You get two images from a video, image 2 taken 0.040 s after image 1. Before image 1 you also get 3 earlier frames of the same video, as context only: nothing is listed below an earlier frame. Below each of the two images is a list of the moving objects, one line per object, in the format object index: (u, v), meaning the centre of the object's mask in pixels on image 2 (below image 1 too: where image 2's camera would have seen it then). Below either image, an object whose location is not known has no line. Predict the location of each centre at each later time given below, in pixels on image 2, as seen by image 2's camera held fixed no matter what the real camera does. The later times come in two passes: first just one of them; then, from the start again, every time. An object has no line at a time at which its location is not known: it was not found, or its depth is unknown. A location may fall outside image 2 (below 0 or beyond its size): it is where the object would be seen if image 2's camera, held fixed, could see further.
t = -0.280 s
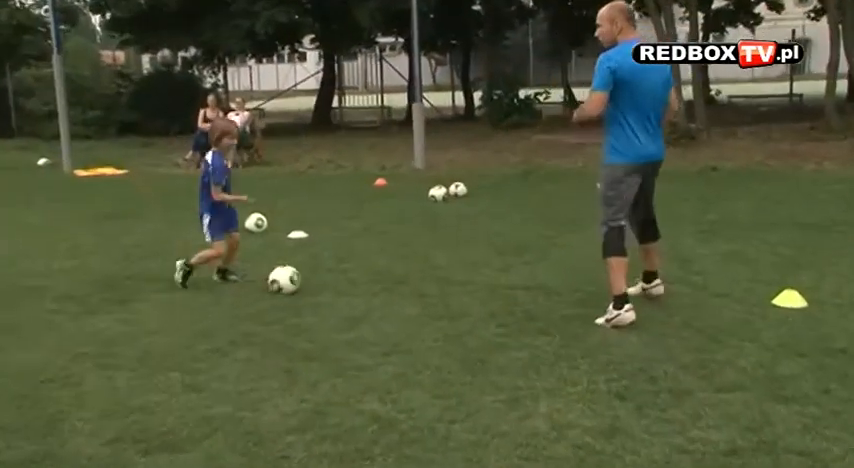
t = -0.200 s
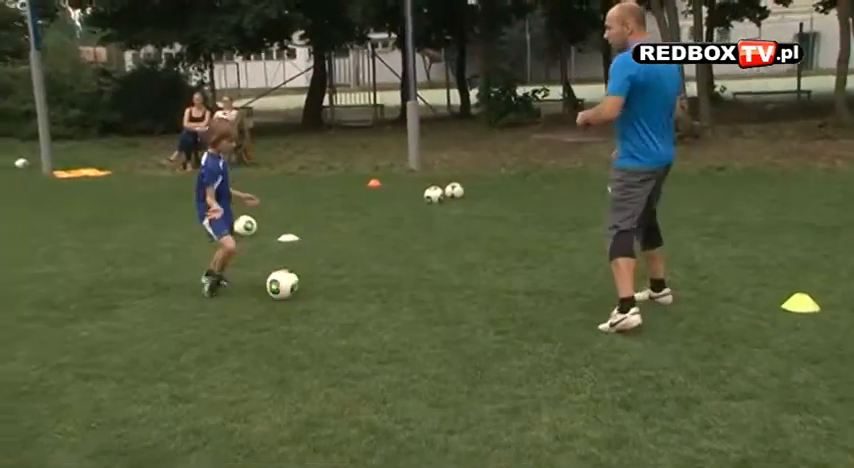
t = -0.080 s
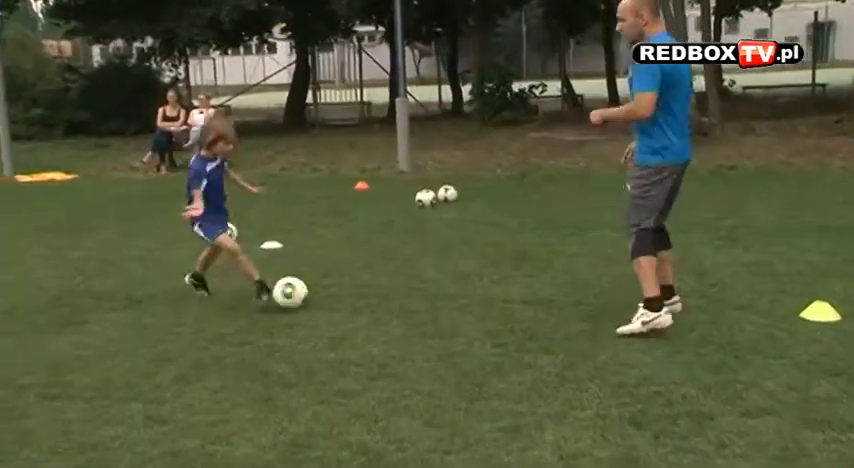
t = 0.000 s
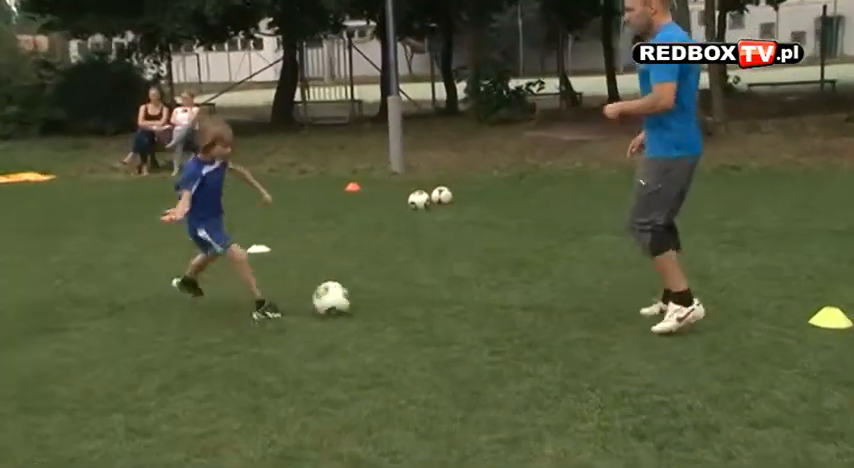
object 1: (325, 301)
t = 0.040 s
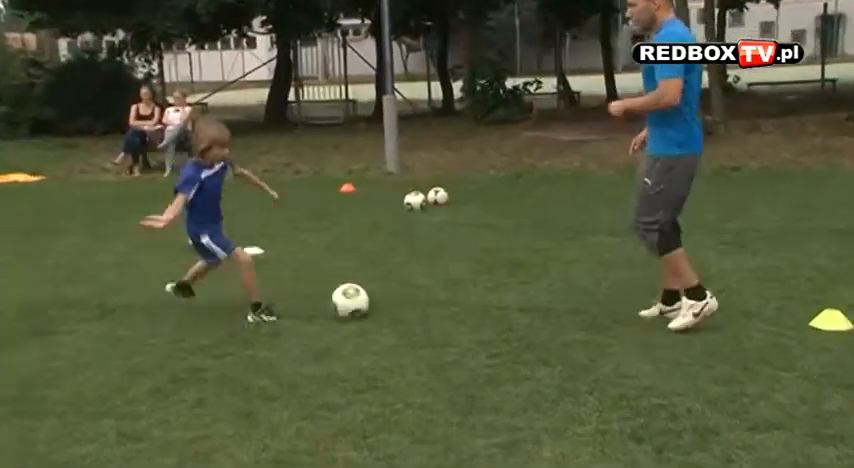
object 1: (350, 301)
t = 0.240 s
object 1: (439, 298)
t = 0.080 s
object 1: (370, 299)
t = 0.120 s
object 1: (389, 300)
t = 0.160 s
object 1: (407, 300)
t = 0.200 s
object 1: (424, 299)
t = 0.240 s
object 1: (439, 298)
